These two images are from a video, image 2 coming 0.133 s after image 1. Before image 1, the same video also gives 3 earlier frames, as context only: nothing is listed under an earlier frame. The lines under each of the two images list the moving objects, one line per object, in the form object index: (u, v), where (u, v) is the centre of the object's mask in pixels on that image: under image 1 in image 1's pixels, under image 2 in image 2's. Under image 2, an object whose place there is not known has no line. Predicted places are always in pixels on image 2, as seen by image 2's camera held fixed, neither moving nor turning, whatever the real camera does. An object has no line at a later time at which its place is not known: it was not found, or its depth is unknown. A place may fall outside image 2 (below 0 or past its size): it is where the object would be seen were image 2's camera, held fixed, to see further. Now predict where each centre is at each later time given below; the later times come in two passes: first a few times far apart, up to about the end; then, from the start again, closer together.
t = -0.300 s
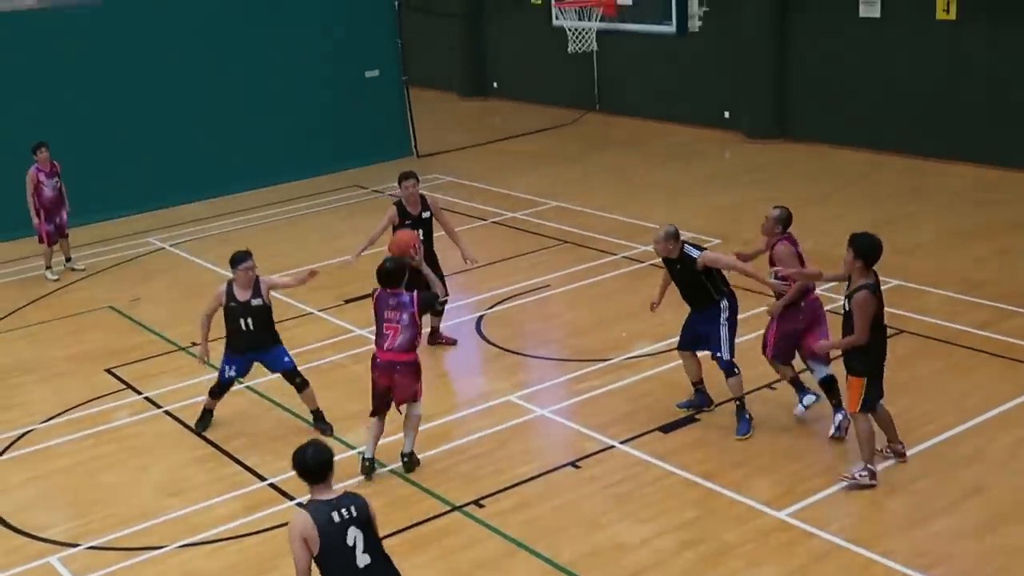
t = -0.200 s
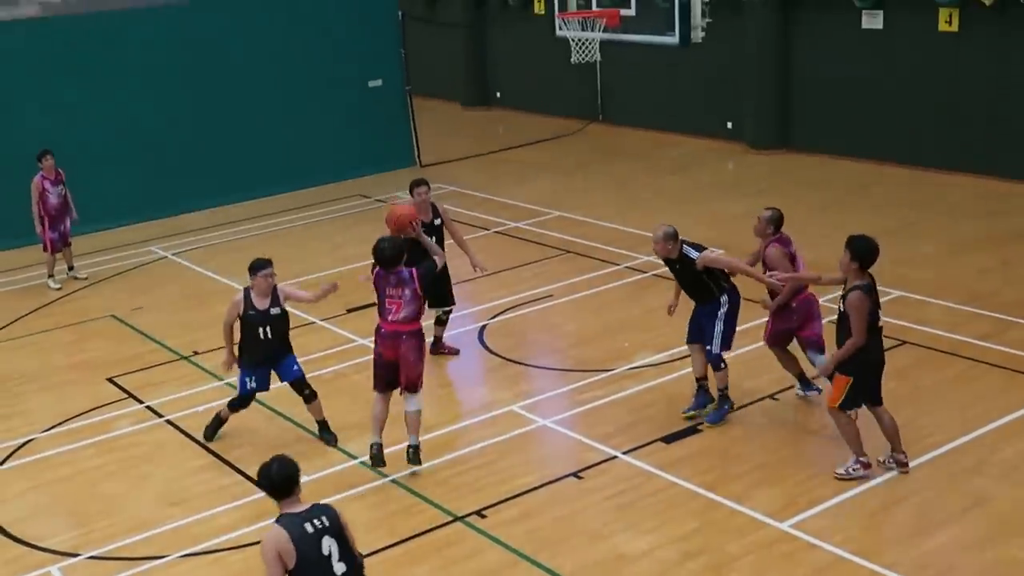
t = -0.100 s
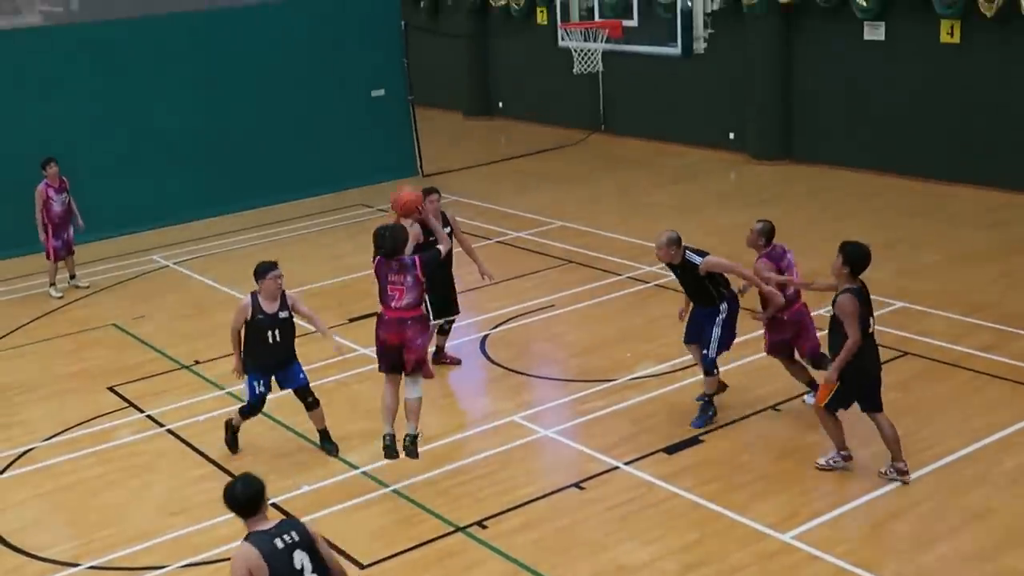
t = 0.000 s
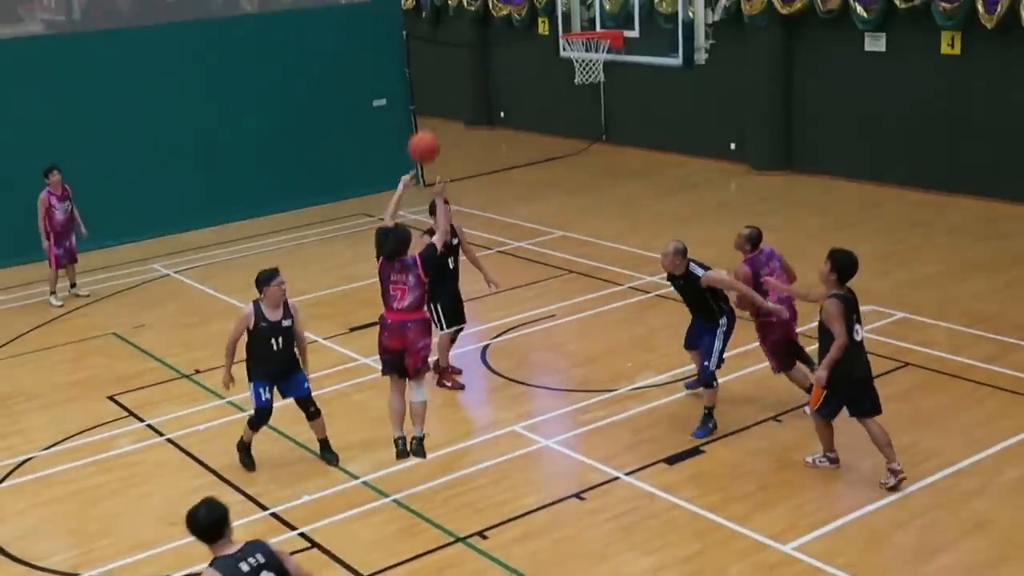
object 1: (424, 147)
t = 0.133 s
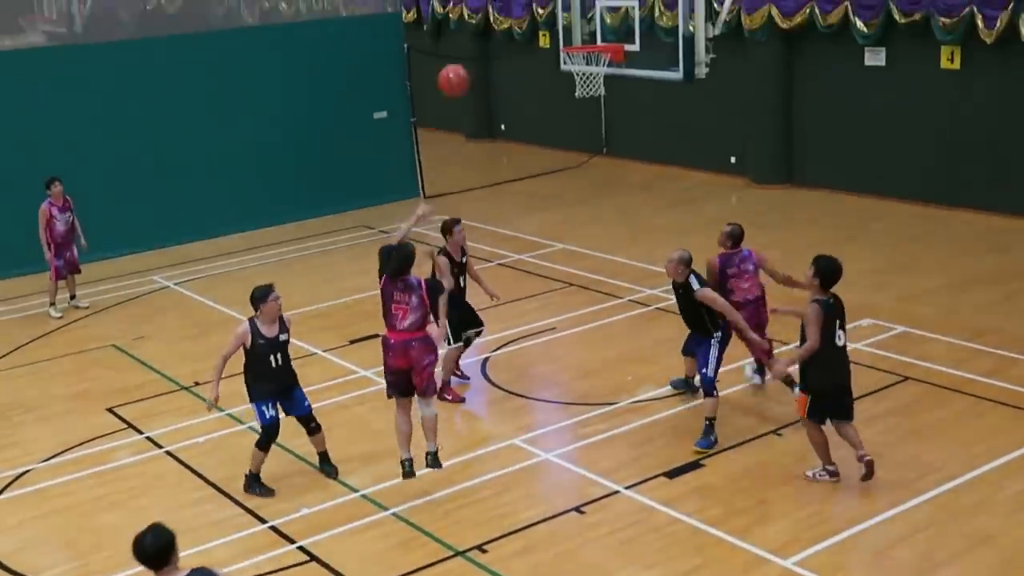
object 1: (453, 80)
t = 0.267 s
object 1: (483, 28)
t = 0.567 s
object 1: (544, -5)
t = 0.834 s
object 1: (588, 31)
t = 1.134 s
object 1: (580, 2)
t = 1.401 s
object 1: (570, 63)
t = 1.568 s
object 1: (568, 150)
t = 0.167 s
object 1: (461, 65)
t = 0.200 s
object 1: (468, 51)
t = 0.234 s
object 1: (476, 39)
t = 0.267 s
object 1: (483, 28)
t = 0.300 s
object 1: (491, 18)
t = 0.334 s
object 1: (497, 10)
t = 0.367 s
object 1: (505, 5)
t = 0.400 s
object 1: (512, -2)
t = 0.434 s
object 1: (518, -4)
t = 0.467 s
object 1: (524, -7)
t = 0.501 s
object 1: (532, -7)
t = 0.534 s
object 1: (538, -7)
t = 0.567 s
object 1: (544, -5)
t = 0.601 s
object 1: (550, -3)
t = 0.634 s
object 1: (557, 2)
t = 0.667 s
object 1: (563, 7)
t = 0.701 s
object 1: (570, 14)
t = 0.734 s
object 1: (576, 21)
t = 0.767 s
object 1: (583, 30)
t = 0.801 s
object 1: (588, 36)
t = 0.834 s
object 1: (588, 31)
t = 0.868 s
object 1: (586, 23)
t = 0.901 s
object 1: (584, 17)
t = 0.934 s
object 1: (583, 11)
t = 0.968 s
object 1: (583, 7)
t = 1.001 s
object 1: (582, 3)
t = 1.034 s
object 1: (582, 2)
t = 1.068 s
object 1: (581, 0)
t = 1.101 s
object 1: (580, 1)
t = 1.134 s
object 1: (580, 2)
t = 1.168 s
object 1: (579, 4)
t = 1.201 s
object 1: (576, 8)
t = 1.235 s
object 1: (575, 13)
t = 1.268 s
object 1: (575, 21)
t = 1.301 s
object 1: (573, 30)
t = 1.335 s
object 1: (573, 39)
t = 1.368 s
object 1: (571, 50)
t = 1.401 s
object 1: (570, 63)
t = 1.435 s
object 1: (569, 78)
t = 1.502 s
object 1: (569, 111)
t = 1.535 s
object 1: (568, 130)
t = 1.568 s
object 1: (568, 150)
